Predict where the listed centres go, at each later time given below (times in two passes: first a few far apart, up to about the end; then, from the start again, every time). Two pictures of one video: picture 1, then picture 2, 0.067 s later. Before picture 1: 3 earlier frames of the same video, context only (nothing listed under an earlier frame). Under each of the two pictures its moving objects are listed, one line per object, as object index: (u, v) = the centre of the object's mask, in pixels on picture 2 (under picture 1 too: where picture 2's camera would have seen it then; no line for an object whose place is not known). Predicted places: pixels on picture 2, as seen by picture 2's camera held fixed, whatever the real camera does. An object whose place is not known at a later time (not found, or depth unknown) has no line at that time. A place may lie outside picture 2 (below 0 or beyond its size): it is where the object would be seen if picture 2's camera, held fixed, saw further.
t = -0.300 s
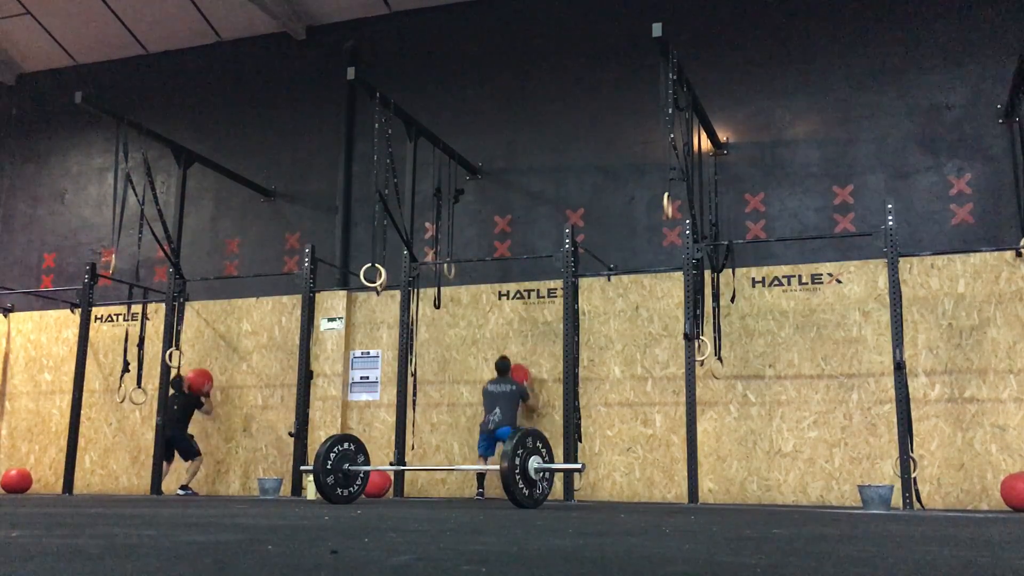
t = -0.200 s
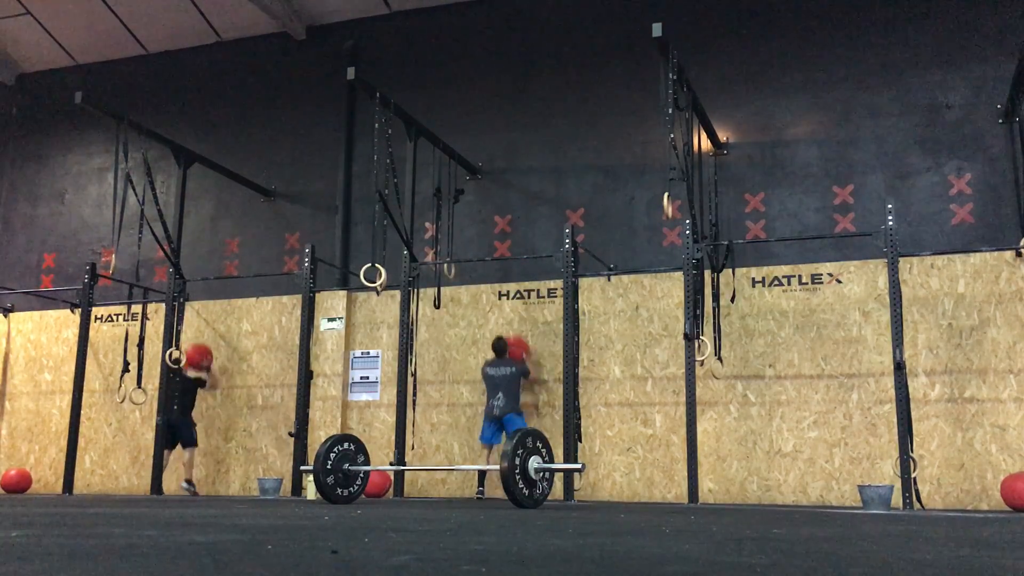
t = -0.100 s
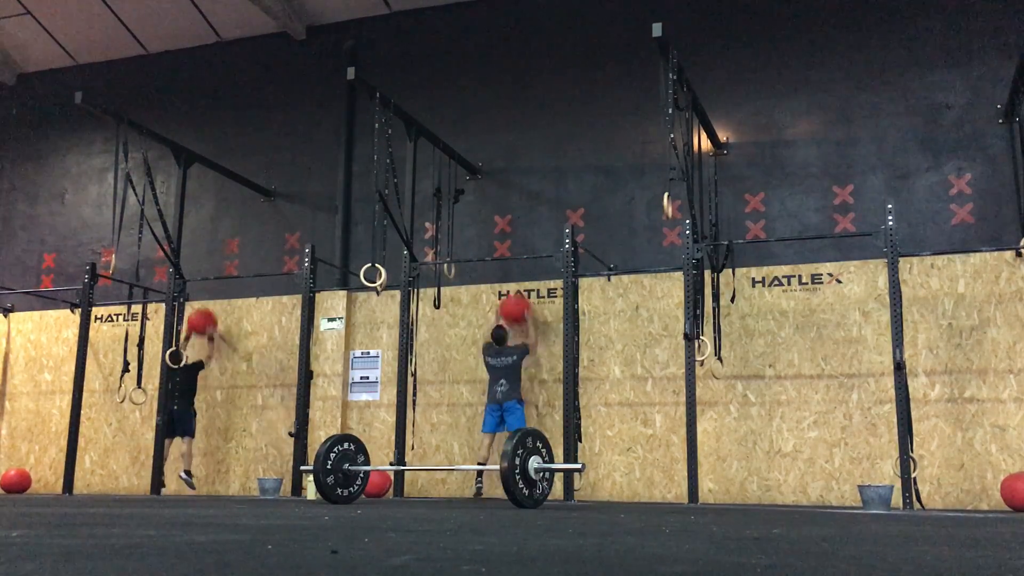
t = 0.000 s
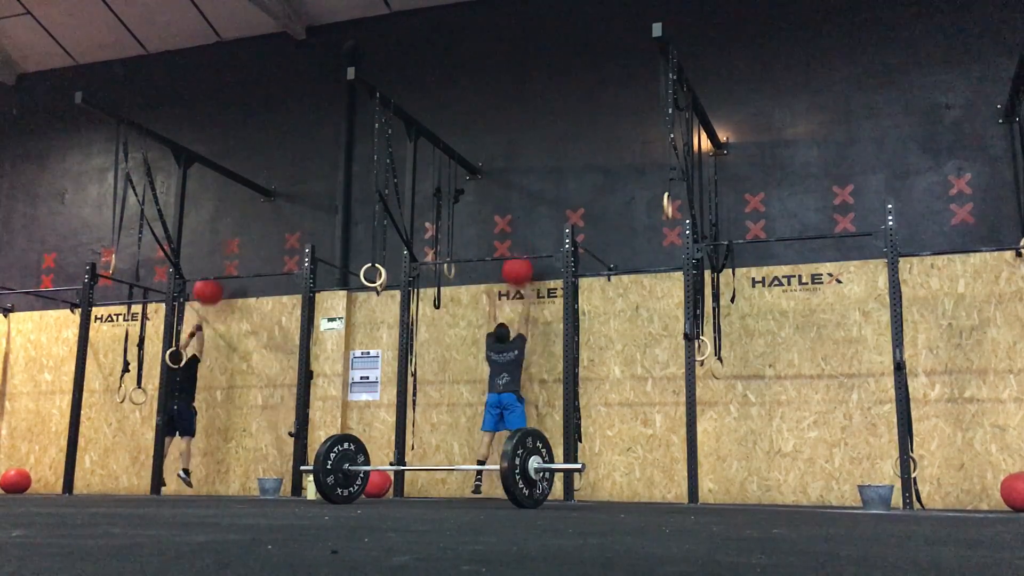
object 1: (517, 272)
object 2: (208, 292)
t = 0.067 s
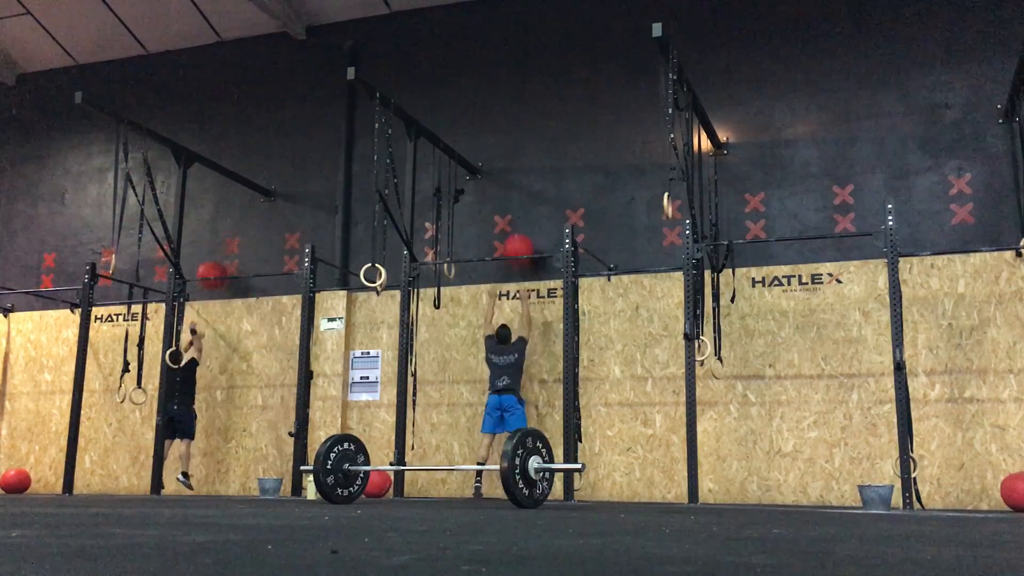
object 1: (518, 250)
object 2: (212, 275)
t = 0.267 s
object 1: (521, 210)
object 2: (222, 247)
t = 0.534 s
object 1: (524, 206)
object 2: (217, 256)
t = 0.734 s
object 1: (522, 233)
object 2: (208, 297)
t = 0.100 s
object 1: (519, 240)
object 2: (213, 266)
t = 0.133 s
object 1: (519, 233)
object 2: (216, 262)
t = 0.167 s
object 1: (520, 226)
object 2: (217, 257)
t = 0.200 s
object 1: (521, 219)
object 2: (219, 253)
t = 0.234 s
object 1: (521, 214)
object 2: (221, 249)
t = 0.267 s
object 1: (521, 210)
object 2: (222, 247)
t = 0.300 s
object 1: (522, 206)
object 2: (223, 245)
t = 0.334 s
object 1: (523, 204)
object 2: (223, 245)
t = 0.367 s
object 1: (523, 202)
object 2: (223, 245)
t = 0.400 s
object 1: (524, 202)
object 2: (222, 246)
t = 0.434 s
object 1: (524, 202)
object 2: (221, 247)
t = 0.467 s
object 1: (525, 204)
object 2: (220, 249)
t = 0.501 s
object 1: (525, 205)
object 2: (218, 252)
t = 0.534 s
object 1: (524, 206)
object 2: (217, 256)
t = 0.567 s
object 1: (524, 209)
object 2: (216, 261)
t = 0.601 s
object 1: (524, 211)
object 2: (215, 265)
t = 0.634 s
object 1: (523, 215)
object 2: (214, 272)
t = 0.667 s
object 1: (523, 221)
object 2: (211, 280)
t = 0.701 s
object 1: (523, 226)
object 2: (210, 290)
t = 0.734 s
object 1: (522, 233)
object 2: (208, 297)
